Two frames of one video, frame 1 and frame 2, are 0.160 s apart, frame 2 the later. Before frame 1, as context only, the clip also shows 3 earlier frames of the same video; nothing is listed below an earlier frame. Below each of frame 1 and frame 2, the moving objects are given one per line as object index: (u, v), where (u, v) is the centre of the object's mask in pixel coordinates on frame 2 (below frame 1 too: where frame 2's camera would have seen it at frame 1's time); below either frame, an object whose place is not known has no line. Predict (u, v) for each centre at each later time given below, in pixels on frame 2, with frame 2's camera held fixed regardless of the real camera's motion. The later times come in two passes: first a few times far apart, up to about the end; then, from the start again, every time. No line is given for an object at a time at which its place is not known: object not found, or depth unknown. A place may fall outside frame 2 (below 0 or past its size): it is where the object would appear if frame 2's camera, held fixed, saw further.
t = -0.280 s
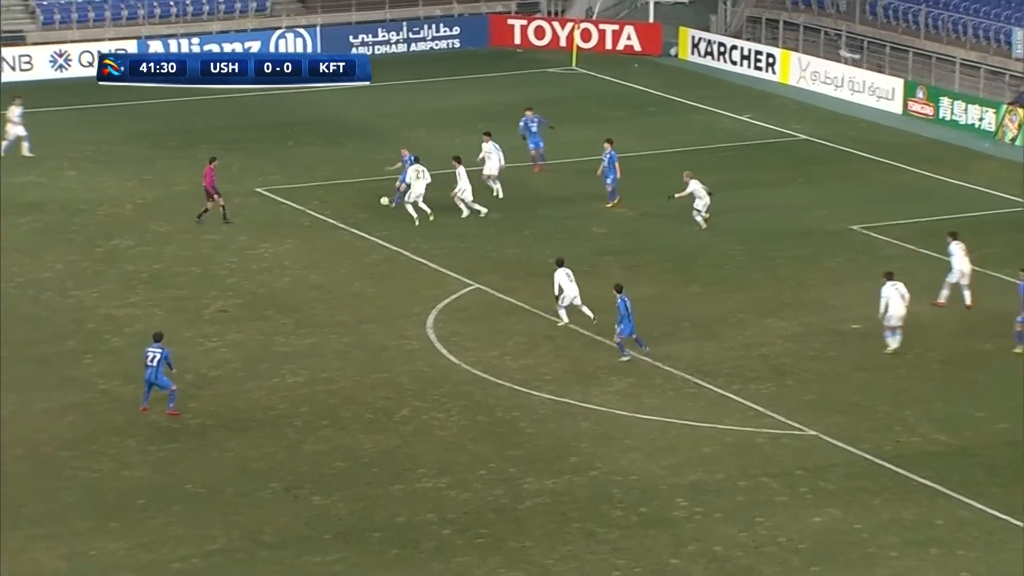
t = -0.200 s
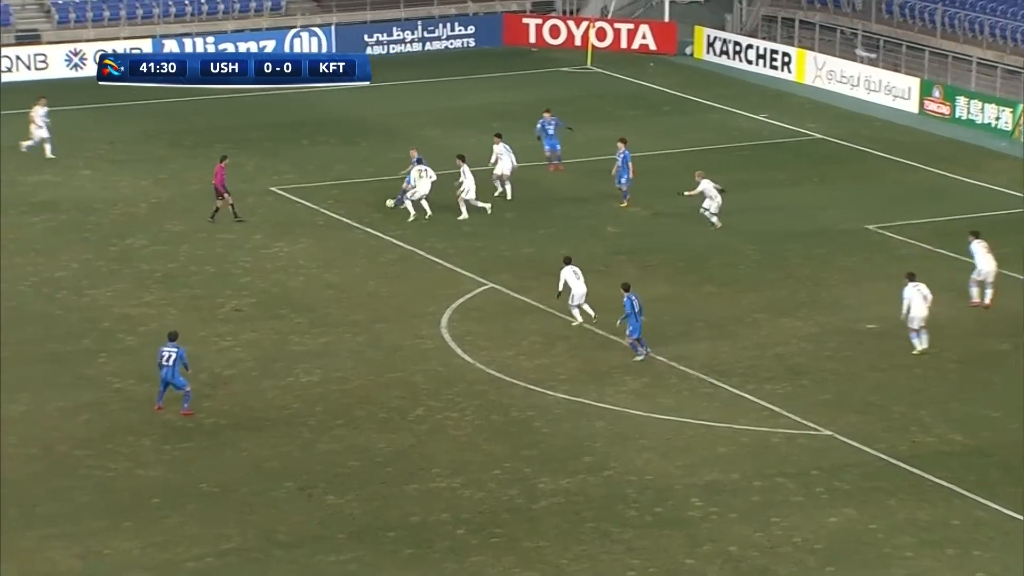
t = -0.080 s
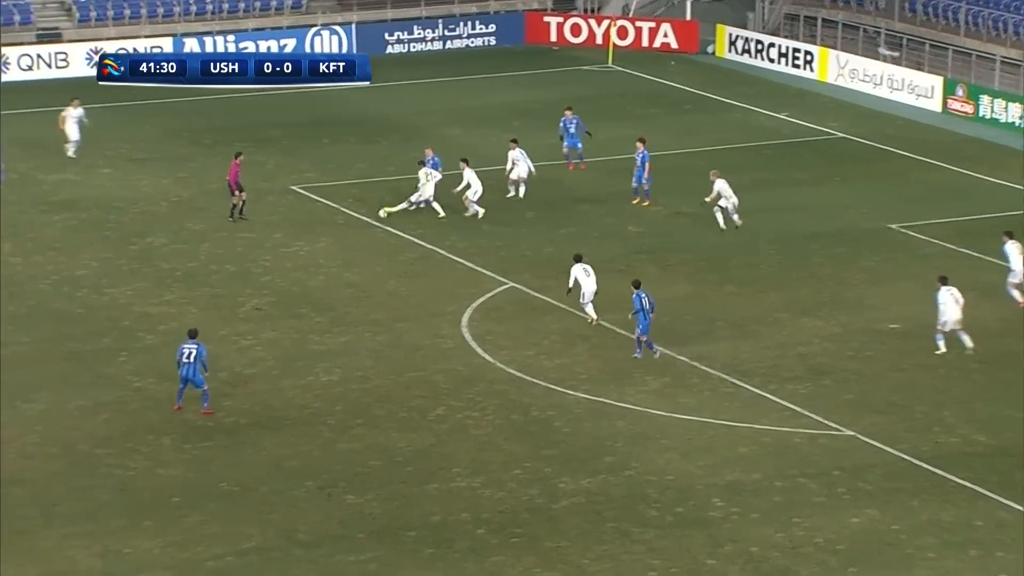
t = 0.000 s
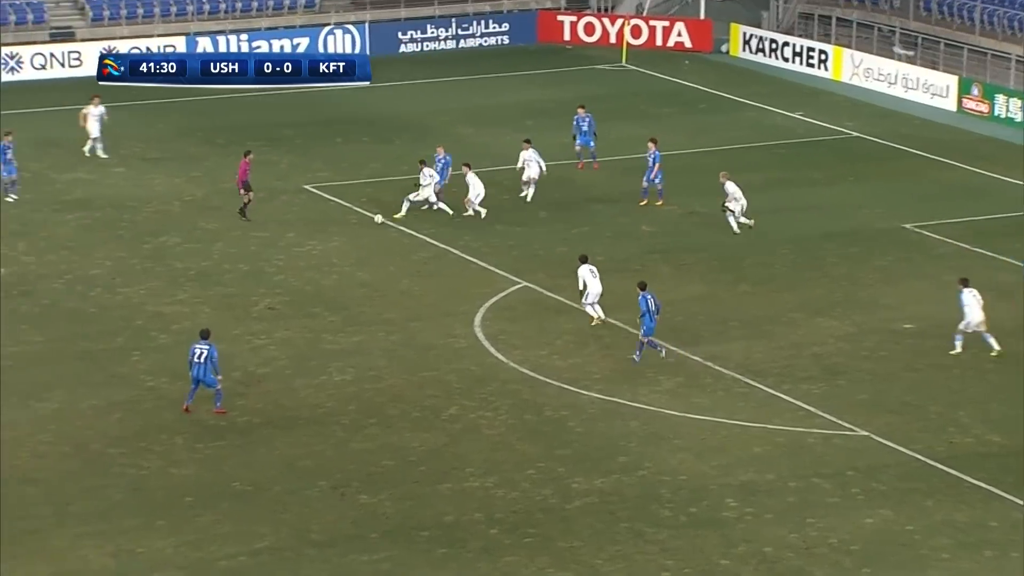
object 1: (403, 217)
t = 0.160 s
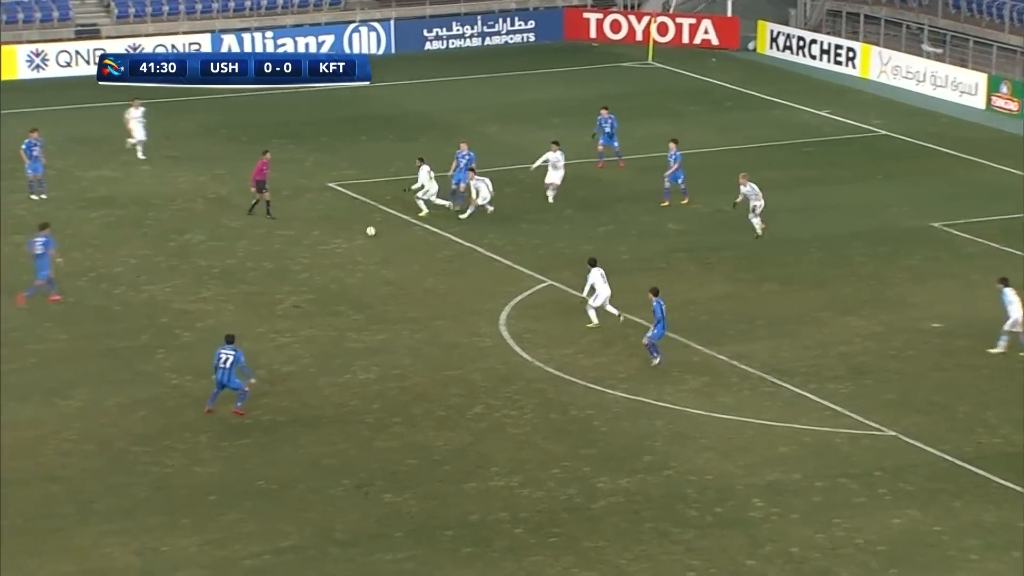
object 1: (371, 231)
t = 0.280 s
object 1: (349, 242)
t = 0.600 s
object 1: (296, 268)
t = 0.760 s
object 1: (273, 278)
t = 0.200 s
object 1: (363, 235)
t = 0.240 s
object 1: (355, 239)
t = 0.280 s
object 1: (349, 242)
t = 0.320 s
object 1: (342, 245)
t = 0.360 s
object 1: (334, 249)
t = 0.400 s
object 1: (327, 252)
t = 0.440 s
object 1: (320, 255)
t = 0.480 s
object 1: (314, 259)
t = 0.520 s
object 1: (308, 262)
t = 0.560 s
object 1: (302, 264)
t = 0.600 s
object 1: (296, 268)
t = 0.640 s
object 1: (290, 271)
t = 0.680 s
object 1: (285, 273)
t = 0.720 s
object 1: (279, 277)
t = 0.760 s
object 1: (273, 278)
